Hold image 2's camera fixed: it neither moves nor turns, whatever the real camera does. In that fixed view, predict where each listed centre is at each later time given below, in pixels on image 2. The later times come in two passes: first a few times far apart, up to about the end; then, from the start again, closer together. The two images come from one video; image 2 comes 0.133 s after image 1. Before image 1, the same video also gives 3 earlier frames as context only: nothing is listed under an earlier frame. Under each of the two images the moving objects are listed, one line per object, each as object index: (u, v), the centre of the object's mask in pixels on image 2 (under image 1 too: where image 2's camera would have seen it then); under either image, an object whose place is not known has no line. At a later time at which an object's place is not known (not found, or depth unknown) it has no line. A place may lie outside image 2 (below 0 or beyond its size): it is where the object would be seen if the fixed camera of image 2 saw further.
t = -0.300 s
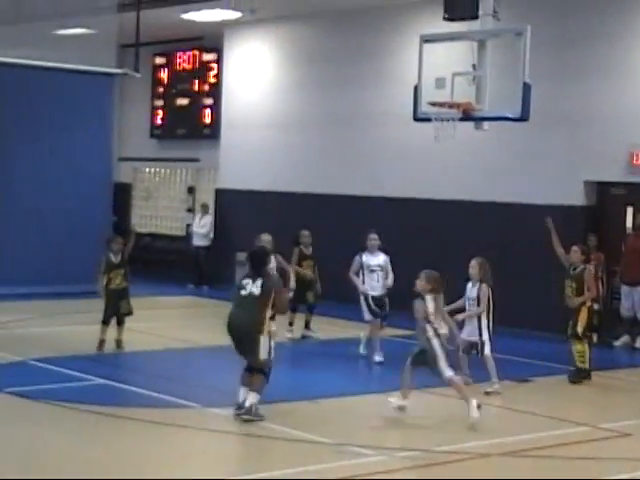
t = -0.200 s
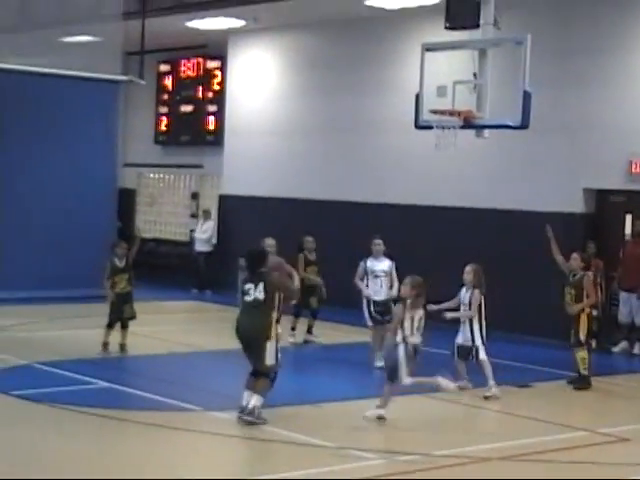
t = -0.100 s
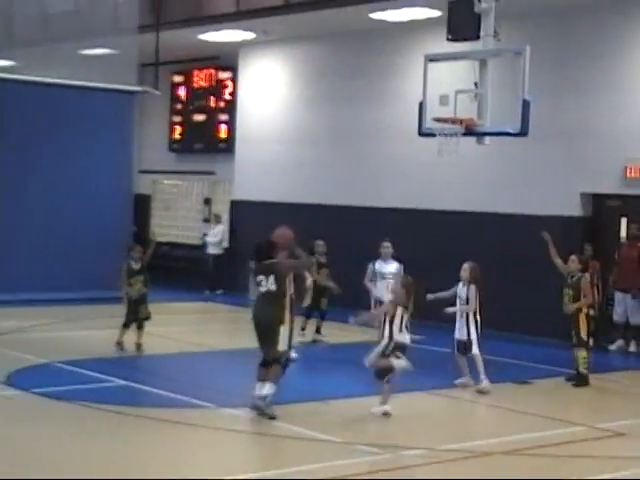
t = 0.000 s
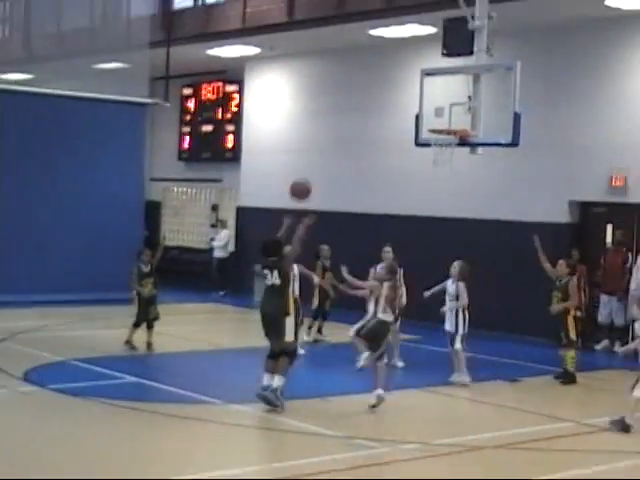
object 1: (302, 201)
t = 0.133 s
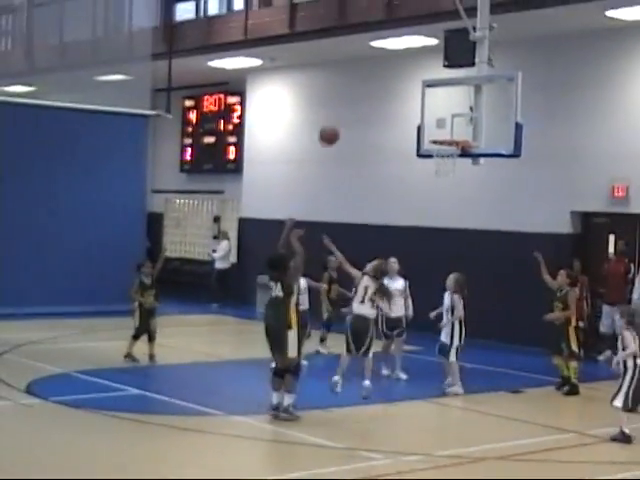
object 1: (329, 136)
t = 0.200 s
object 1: (341, 111)
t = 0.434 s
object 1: (377, 63)
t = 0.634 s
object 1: (403, 59)
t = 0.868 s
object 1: (428, 94)
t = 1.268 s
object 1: (440, 173)
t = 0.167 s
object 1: (335, 122)
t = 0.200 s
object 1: (341, 111)
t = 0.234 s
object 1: (347, 100)
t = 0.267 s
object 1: (352, 91)
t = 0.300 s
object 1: (358, 83)
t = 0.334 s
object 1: (362, 76)
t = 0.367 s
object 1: (368, 70)
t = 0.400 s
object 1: (373, 66)
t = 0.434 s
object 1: (377, 63)
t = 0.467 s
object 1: (382, 59)
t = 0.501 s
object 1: (386, 58)
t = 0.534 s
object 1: (391, 57)
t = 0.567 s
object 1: (395, 57)
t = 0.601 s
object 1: (399, 58)
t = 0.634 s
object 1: (403, 59)
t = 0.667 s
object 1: (407, 62)
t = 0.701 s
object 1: (411, 66)
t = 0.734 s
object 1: (415, 70)
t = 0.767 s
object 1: (418, 75)
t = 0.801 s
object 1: (422, 81)
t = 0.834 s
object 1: (425, 88)
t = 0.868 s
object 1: (428, 94)
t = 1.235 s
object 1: (443, 166)
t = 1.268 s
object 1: (440, 173)
